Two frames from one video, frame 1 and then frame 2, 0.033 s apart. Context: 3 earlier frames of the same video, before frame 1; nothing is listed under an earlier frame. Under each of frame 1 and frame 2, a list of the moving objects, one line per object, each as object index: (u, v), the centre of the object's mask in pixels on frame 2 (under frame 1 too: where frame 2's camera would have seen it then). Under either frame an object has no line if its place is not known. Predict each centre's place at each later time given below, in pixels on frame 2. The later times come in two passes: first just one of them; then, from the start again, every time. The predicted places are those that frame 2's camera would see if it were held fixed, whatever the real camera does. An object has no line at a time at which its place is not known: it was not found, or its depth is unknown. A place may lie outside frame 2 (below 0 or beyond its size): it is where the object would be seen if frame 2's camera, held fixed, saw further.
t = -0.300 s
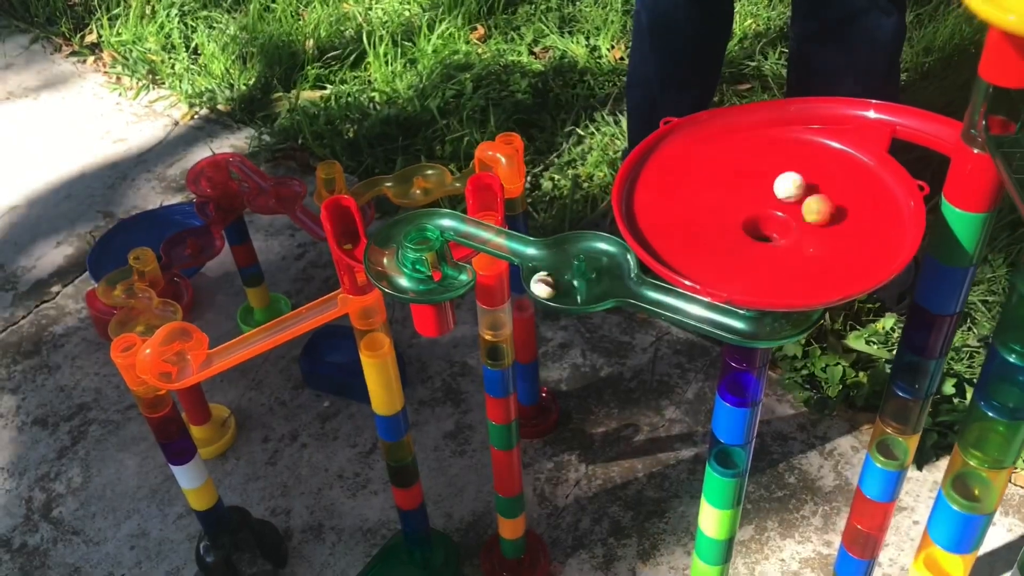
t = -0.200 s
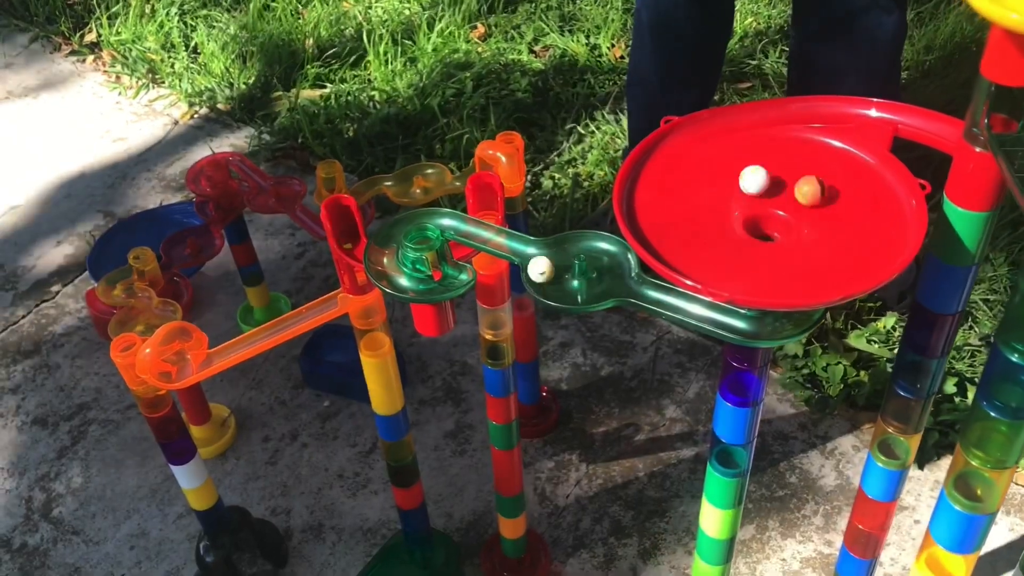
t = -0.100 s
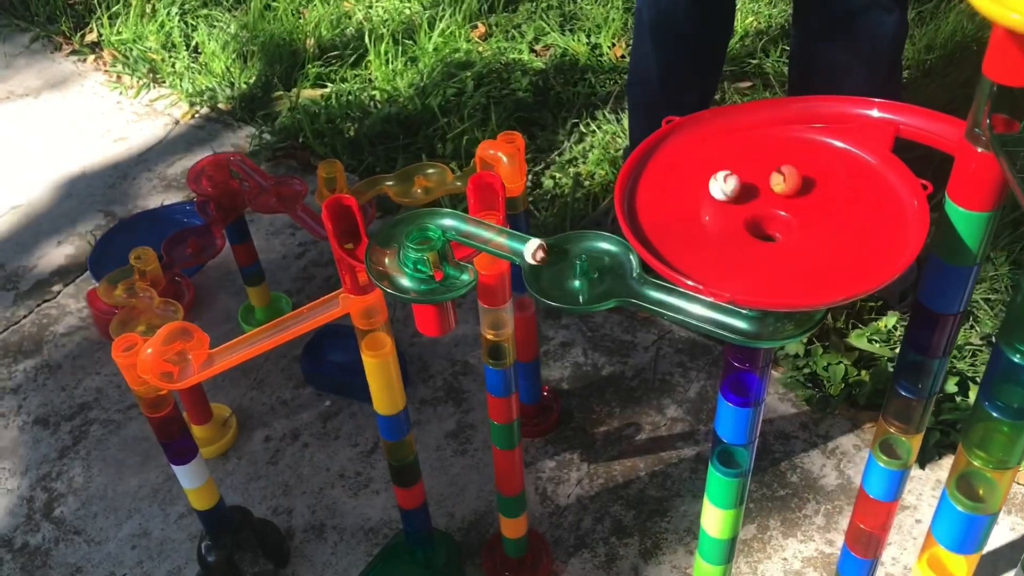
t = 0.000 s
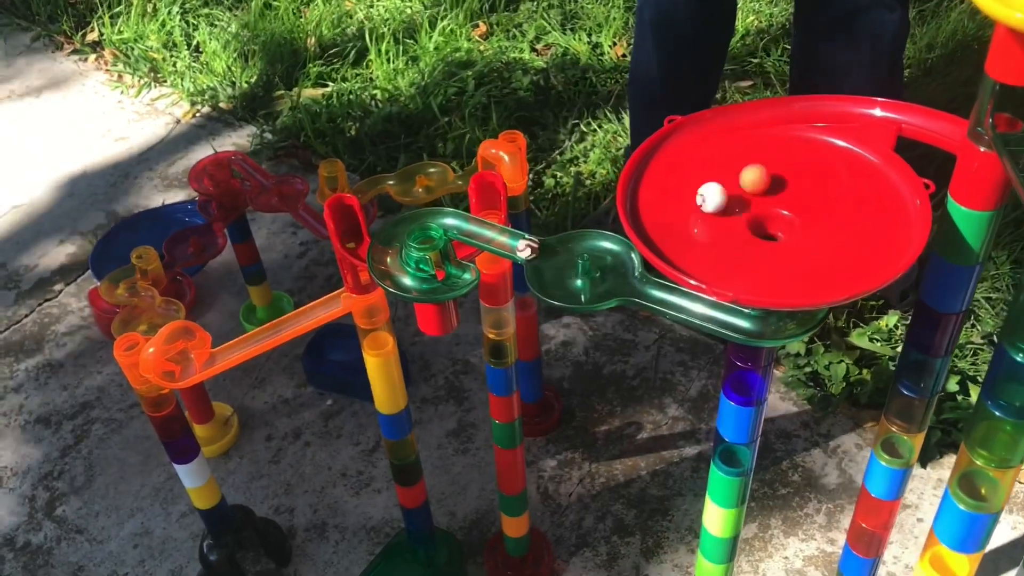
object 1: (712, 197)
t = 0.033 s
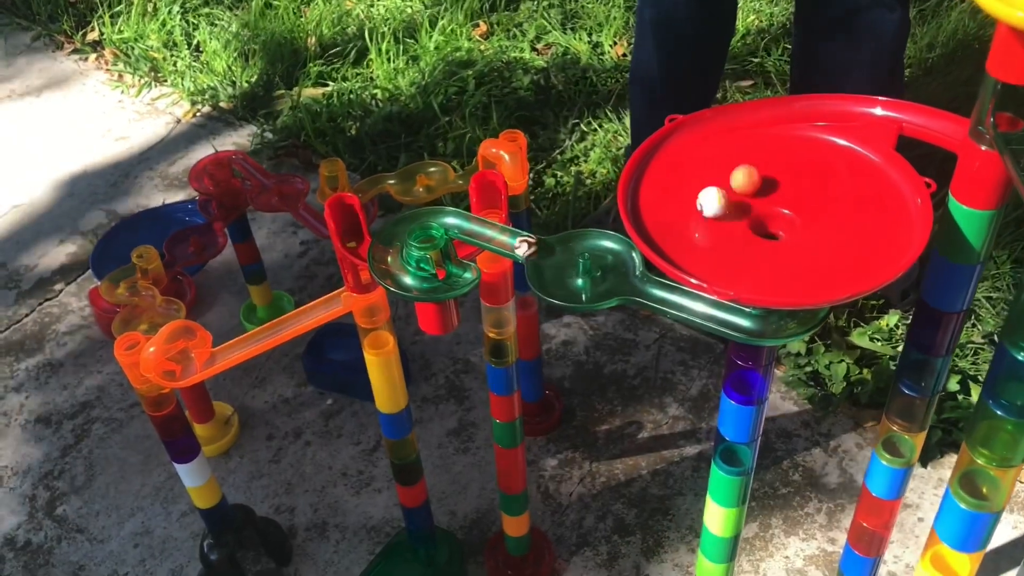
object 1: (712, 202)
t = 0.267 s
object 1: (770, 229)
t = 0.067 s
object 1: (714, 207)
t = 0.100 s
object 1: (718, 212)
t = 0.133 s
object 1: (724, 218)
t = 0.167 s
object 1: (734, 223)
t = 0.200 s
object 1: (745, 226)
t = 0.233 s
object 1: (758, 229)
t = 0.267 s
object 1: (770, 229)
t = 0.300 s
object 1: (784, 228)
